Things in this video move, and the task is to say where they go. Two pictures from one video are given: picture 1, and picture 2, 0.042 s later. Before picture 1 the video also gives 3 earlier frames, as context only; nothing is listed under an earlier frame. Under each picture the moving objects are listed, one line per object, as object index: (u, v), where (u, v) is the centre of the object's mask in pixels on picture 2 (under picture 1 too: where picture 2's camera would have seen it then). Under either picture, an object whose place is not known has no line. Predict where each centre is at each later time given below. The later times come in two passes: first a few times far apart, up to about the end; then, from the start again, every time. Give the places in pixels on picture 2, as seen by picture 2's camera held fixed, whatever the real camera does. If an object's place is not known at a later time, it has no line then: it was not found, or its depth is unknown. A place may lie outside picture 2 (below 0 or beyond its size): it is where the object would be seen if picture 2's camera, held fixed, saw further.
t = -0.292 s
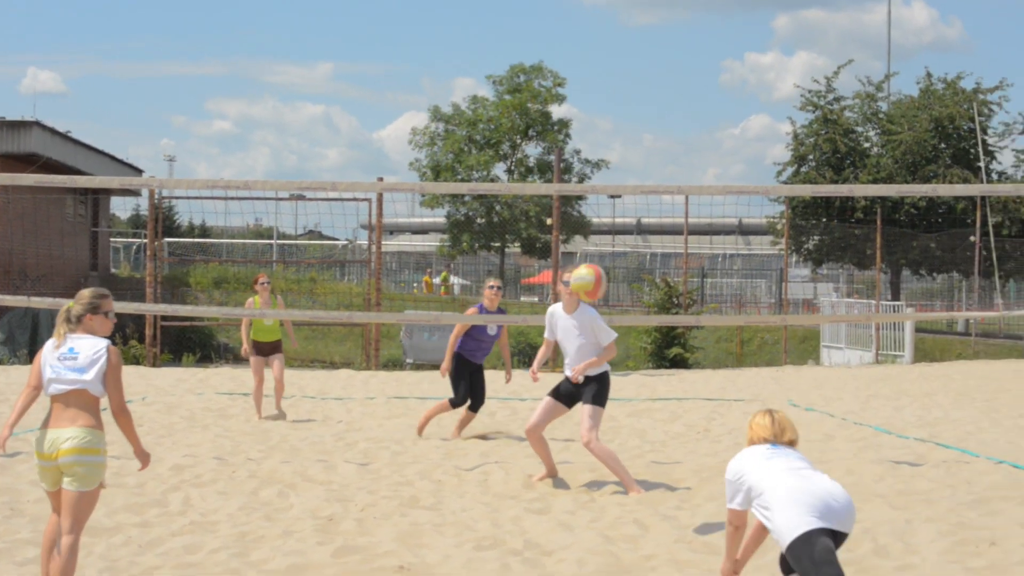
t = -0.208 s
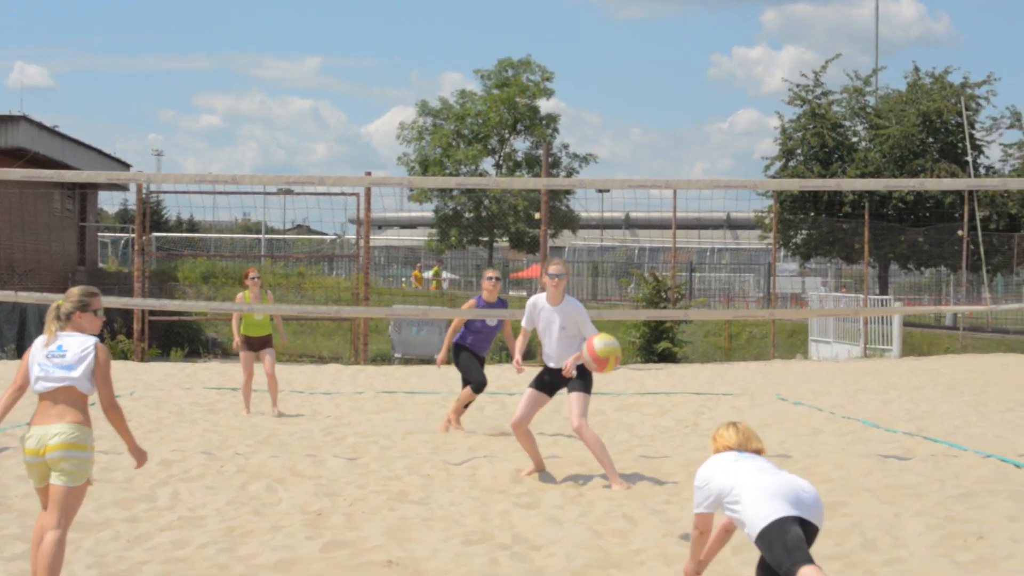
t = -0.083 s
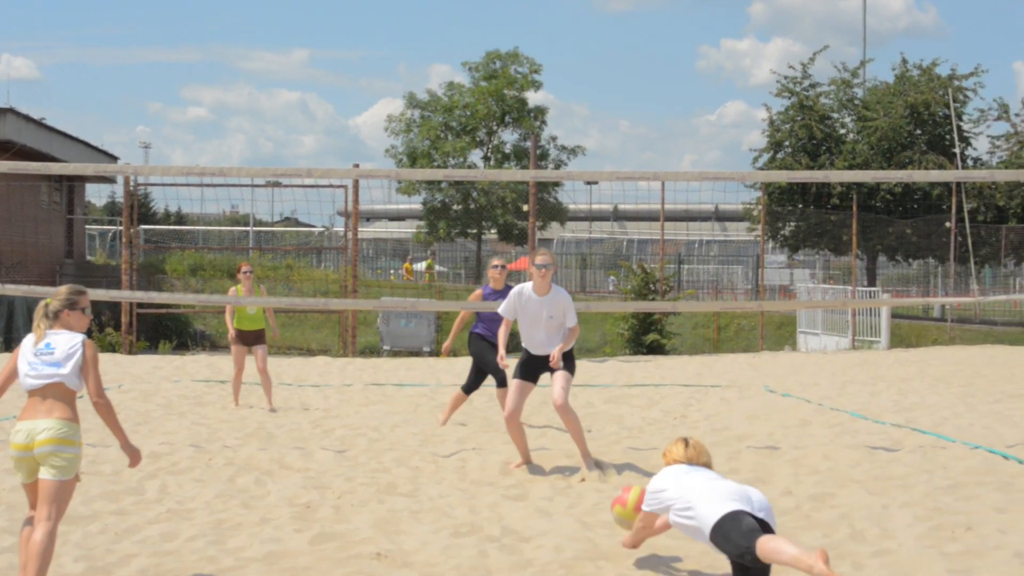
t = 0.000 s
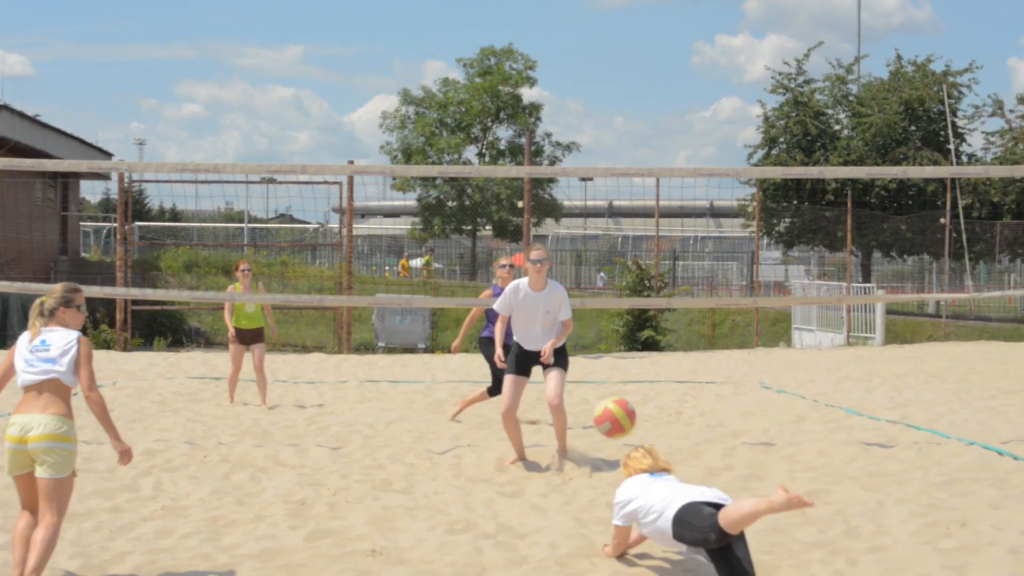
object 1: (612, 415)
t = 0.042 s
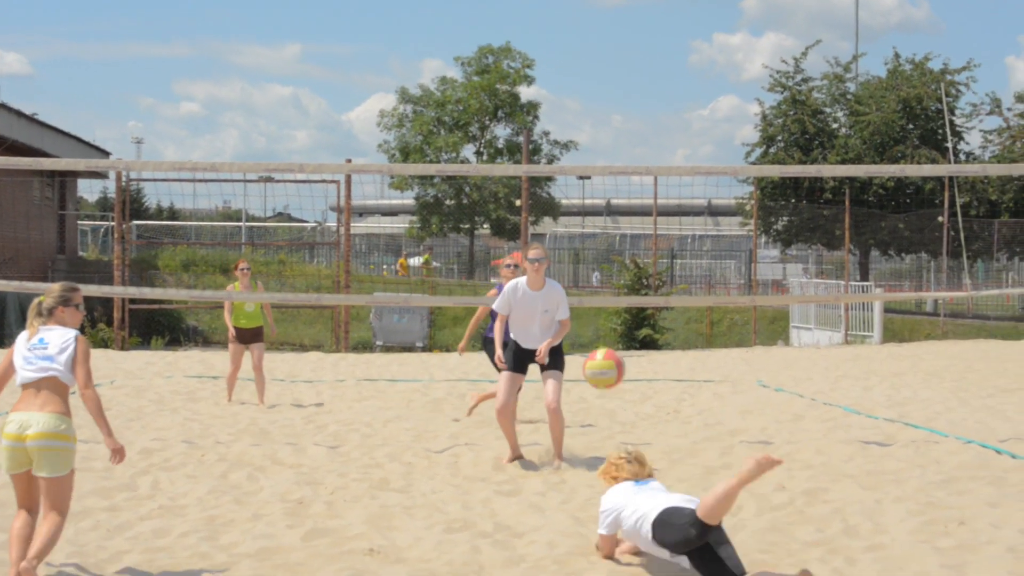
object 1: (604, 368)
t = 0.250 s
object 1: (564, 181)
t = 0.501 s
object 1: (521, 64)
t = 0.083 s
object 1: (596, 324)
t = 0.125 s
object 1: (587, 282)
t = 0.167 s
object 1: (580, 246)
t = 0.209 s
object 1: (571, 212)
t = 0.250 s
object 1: (564, 181)
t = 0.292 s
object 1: (557, 154)
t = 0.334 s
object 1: (549, 131)
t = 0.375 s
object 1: (542, 108)
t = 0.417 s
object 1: (535, 91)
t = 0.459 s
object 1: (528, 78)
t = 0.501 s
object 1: (521, 64)
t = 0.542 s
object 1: (515, 56)
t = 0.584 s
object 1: (508, 51)
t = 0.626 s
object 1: (501, 47)
